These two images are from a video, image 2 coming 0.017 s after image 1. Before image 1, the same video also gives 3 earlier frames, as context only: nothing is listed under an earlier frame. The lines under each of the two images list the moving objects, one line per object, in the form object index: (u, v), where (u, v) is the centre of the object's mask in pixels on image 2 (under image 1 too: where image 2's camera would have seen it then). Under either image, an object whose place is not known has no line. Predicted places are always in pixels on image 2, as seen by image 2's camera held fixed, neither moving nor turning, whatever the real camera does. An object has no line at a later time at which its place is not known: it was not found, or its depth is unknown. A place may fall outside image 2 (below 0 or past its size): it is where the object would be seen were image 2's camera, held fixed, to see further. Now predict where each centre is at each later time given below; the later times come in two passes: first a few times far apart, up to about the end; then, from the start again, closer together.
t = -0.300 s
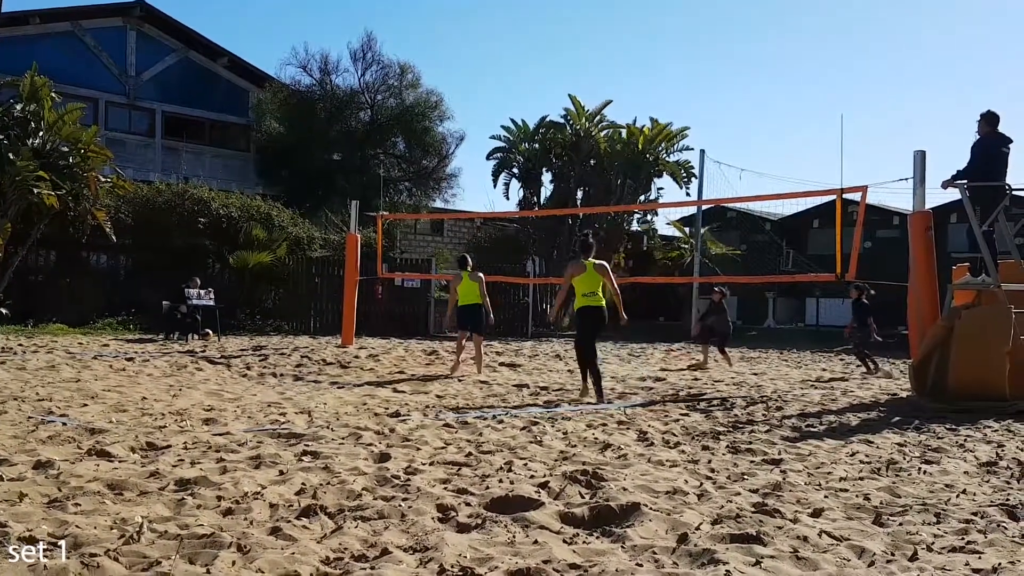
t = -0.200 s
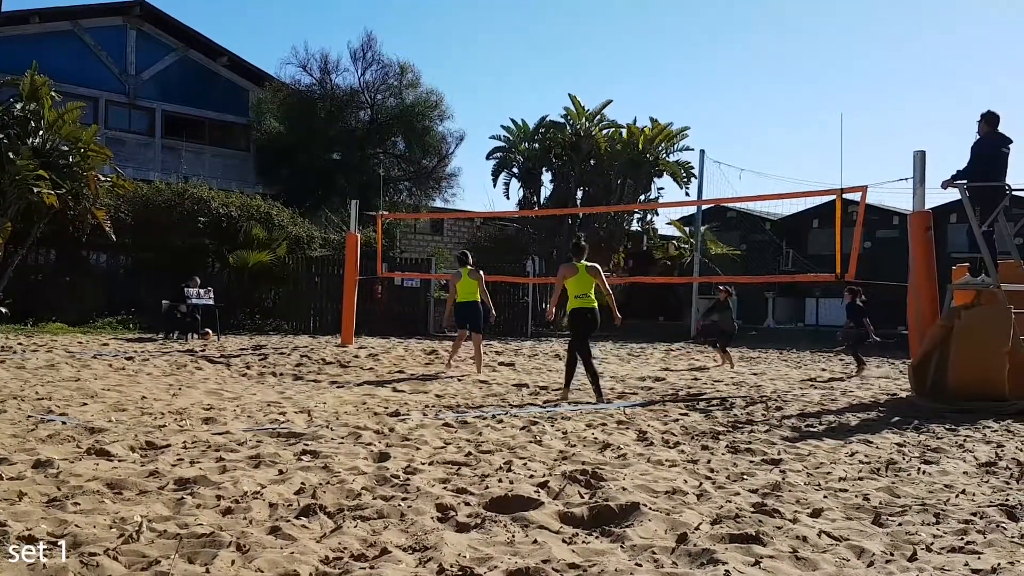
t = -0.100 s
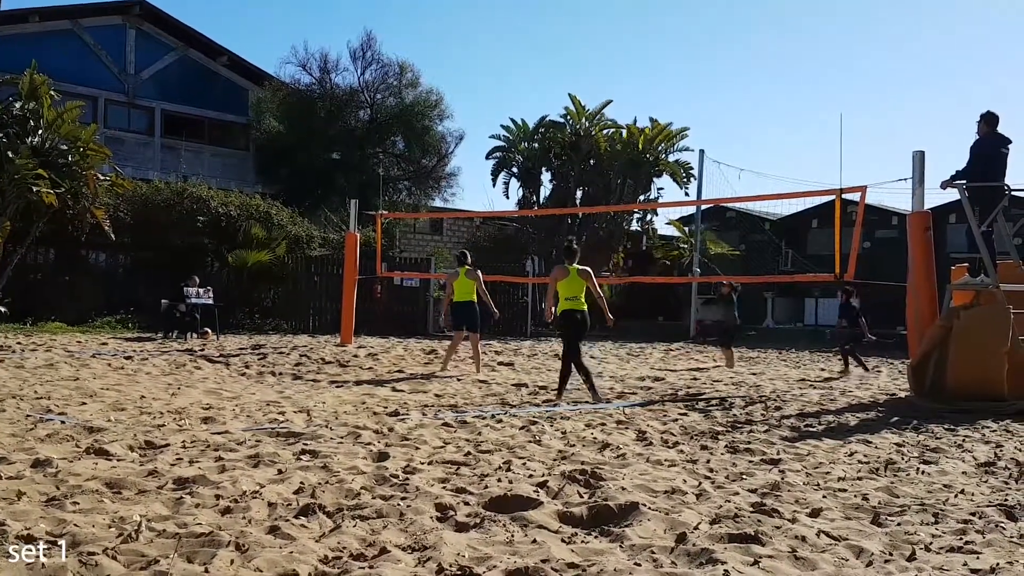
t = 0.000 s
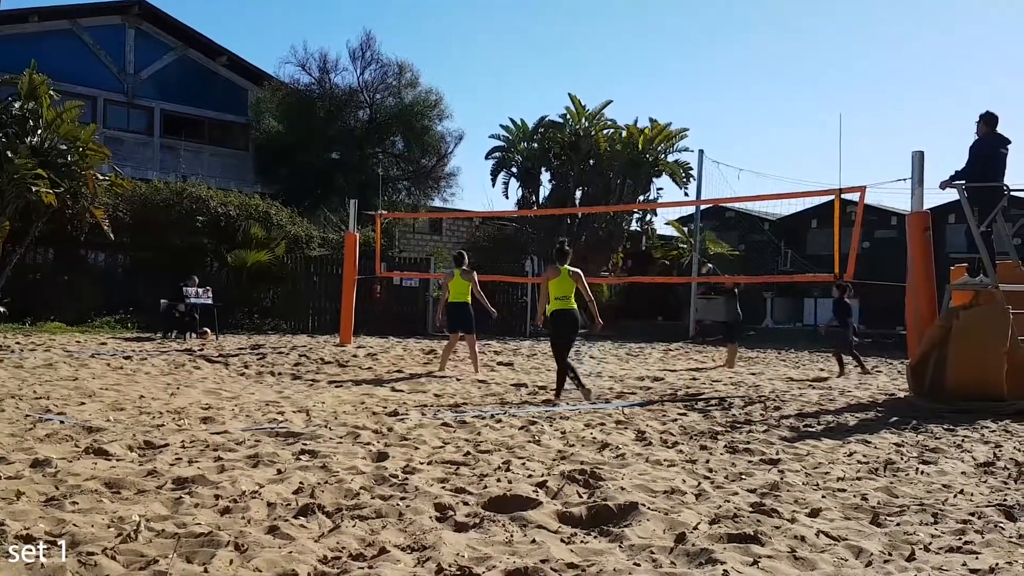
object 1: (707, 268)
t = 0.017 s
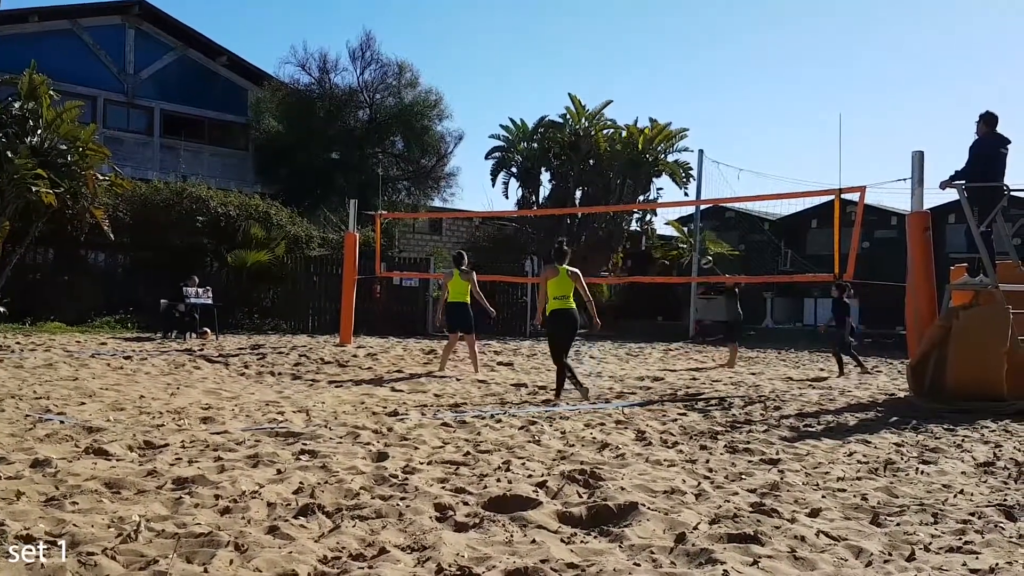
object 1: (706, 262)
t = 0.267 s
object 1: (709, 170)
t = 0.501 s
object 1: (713, 113)
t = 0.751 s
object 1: (715, 83)
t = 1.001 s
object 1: (715, 89)
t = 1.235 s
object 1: (714, 129)
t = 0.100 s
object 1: (708, 226)
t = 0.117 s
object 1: (709, 221)
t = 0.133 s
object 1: (708, 216)
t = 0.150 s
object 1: (707, 209)
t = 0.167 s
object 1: (707, 207)
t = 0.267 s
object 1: (709, 170)
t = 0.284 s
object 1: (710, 165)
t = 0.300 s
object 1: (710, 160)
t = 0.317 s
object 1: (710, 156)
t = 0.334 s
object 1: (710, 151)
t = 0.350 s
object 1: (710, 147)
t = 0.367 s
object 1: (710, 142)
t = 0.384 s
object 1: (711, 138)
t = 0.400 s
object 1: (711, 134)
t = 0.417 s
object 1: (711, 130)
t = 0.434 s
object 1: (712, 126)
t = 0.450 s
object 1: (712, 123)
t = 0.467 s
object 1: (712, 119)
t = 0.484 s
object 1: (712, 116)
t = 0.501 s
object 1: (713, 113)
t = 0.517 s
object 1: (713, 110)
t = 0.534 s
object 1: (713, 107)
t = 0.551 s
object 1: (713, 104)
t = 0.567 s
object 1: (713, 101)
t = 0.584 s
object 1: (713, 99)
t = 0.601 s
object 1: (714, 97)
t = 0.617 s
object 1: (714, 94)
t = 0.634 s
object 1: (714, 93)
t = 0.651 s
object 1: (714, 91)
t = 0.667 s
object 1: (714, 89)
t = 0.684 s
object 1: (714, 88)
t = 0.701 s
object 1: (714, 86)
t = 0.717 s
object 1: (714, 85)
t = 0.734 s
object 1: (714, 84)
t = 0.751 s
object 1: (715, 83)
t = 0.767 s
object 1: (715, 82)
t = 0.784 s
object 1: (715, 82)
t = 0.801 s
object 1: (715, 81)
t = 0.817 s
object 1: (715, 81)
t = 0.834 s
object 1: (715, 81)
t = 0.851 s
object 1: (715, 81)
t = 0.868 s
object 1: (715, 81)
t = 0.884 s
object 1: (715, 82)
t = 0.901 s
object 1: (715, 82)
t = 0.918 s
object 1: (715, 83)
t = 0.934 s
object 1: (715, 84)
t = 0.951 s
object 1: (715, 85)
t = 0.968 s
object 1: (715, 86)
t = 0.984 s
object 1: (715, 88)
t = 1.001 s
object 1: (715, 89)
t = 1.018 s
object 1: (715, 91)
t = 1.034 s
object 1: (715, 93)
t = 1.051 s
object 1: (715, 95)
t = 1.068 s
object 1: (715, 97)
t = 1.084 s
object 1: (715, 99)
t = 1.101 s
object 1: (715, 102)
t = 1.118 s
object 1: (715, 105)
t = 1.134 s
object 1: (715, 108)
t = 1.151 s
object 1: (715, 111)
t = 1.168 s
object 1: (714, 114)
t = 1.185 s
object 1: (714, 117)
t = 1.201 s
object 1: (714, 121)
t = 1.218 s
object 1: (714, 125)
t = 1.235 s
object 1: (714, 129)
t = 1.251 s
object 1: (714, 133)
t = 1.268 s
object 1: (714, 137)
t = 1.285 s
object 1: (713, 141)
